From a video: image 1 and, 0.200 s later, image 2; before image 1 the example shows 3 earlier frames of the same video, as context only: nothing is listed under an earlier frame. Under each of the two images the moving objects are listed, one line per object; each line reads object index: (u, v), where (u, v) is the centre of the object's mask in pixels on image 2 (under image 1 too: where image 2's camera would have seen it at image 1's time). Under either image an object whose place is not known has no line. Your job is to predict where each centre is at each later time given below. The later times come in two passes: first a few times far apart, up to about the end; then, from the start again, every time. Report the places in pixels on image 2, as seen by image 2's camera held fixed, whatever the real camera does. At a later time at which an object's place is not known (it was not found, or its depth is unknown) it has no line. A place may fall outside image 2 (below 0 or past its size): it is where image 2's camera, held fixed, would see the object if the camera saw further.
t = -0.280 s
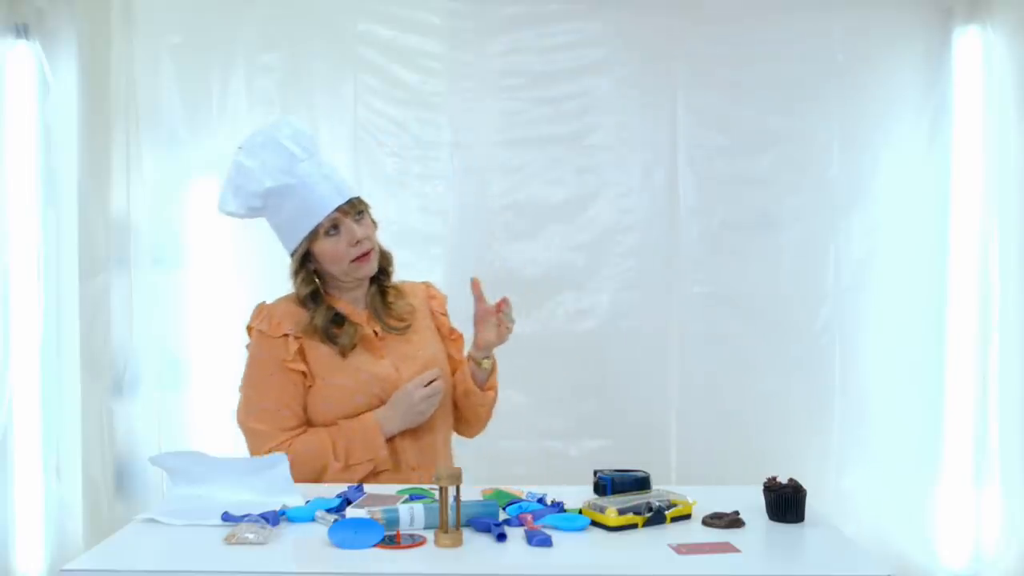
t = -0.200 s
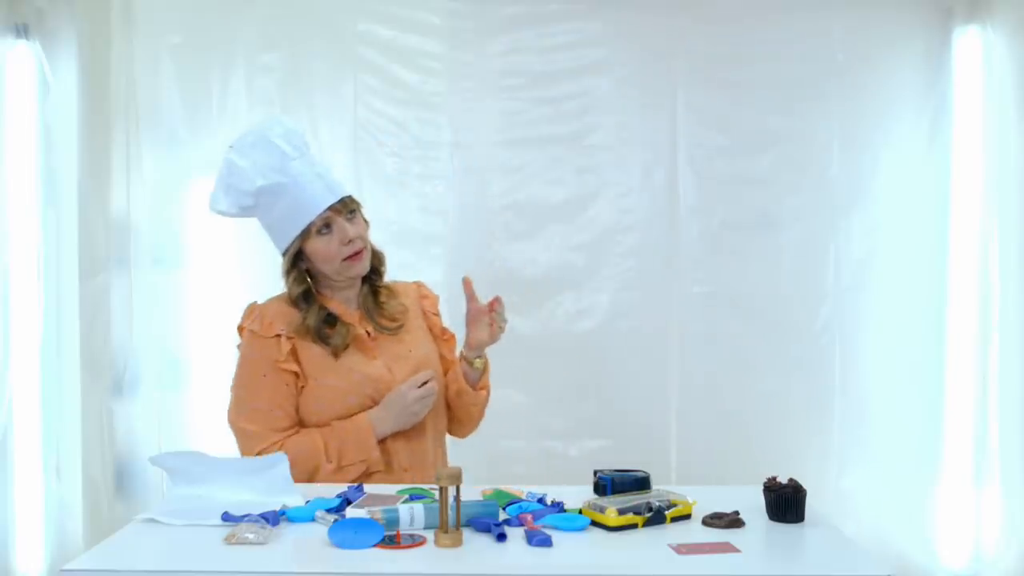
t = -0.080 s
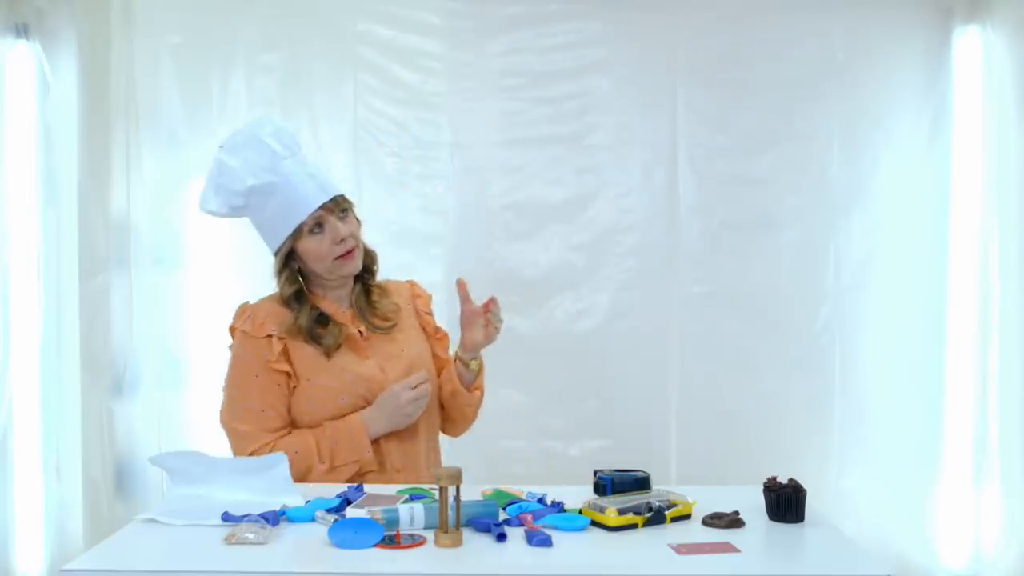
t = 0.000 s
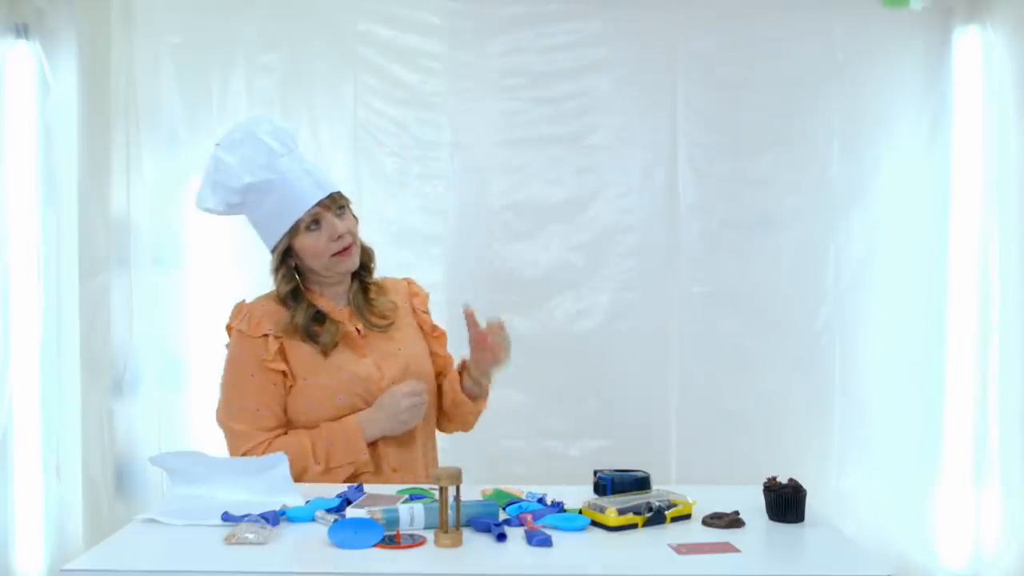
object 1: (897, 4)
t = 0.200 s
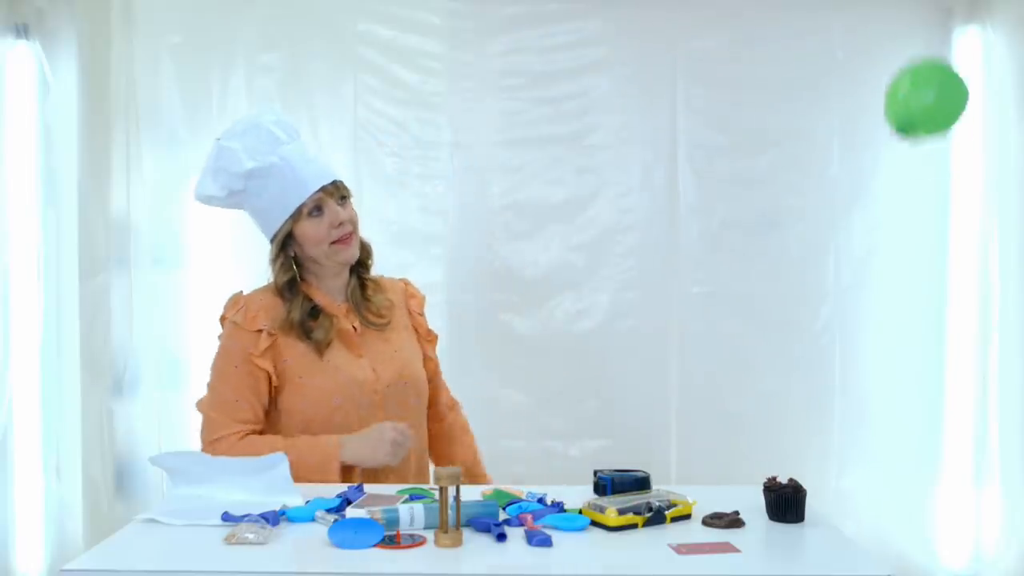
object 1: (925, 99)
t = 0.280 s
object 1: (930, 165)
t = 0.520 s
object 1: (926, 371)
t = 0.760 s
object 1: (897, 561)
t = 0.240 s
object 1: (928, 131)
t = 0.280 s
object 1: (930, 165)
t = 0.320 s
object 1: (931, 199)
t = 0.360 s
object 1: (932, 233)
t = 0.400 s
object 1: (932, 267)
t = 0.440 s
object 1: (931, 302)
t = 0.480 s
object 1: (929, 336)
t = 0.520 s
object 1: (926, 371)
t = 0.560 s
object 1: (922, 406)
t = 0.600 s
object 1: (916, 443)
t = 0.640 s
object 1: (909, 480)
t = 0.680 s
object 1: (900, 518)
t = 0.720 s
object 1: (897, 544)
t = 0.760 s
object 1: (897, 561)
